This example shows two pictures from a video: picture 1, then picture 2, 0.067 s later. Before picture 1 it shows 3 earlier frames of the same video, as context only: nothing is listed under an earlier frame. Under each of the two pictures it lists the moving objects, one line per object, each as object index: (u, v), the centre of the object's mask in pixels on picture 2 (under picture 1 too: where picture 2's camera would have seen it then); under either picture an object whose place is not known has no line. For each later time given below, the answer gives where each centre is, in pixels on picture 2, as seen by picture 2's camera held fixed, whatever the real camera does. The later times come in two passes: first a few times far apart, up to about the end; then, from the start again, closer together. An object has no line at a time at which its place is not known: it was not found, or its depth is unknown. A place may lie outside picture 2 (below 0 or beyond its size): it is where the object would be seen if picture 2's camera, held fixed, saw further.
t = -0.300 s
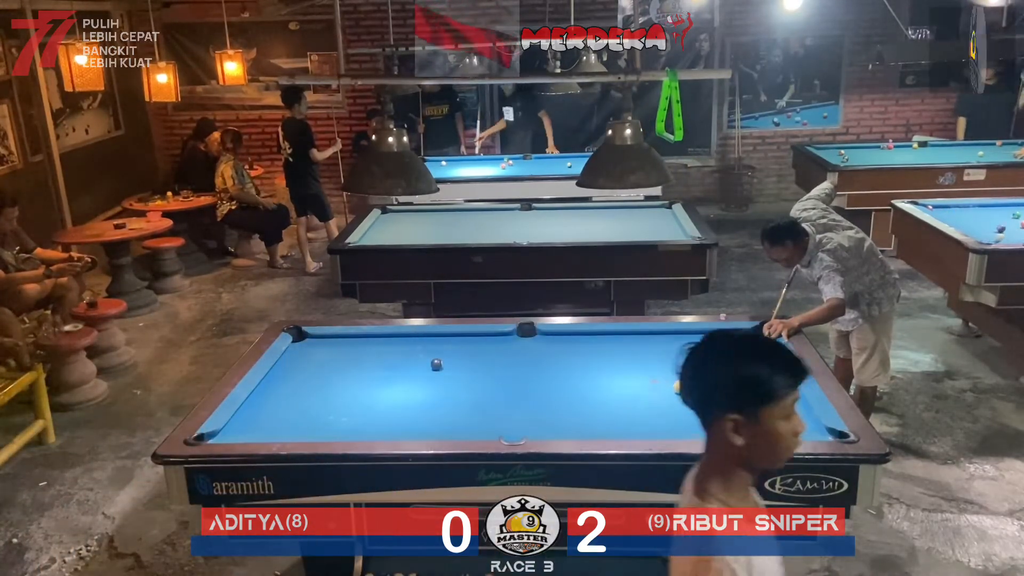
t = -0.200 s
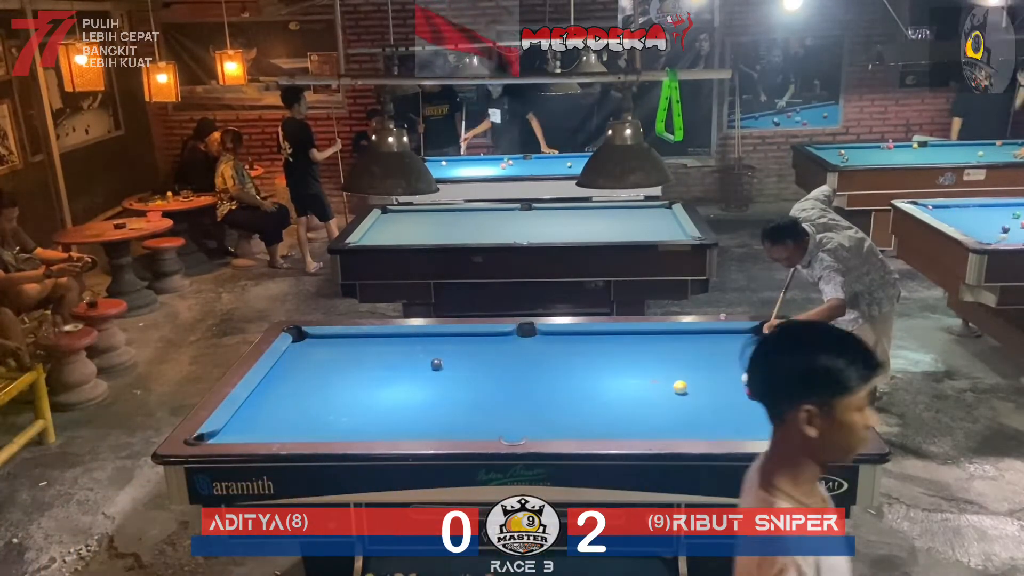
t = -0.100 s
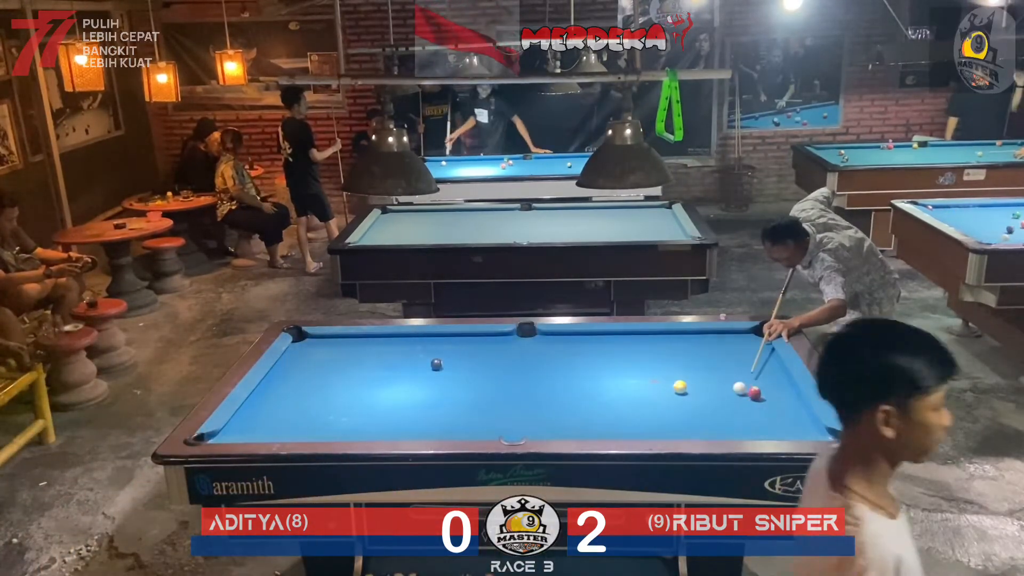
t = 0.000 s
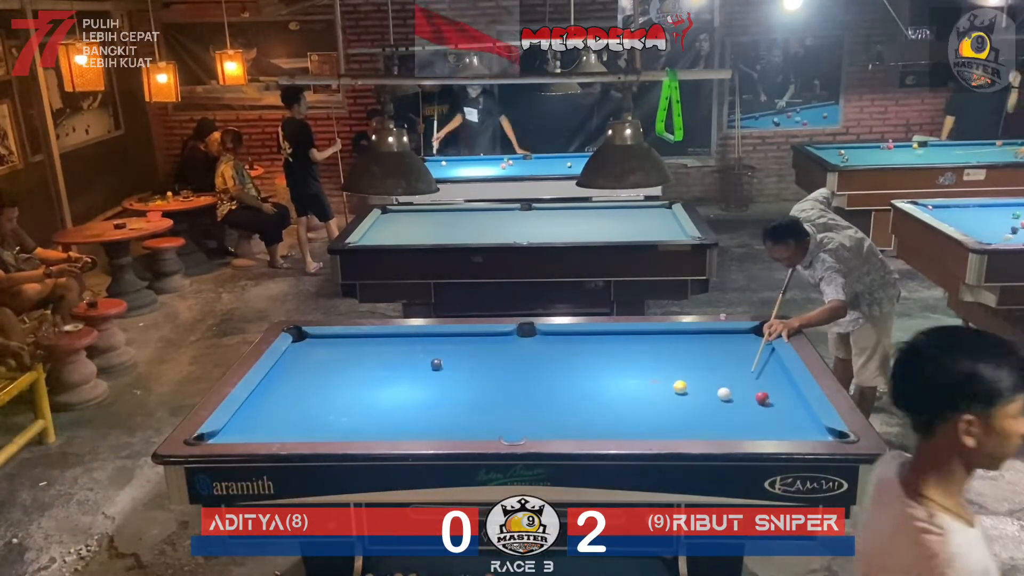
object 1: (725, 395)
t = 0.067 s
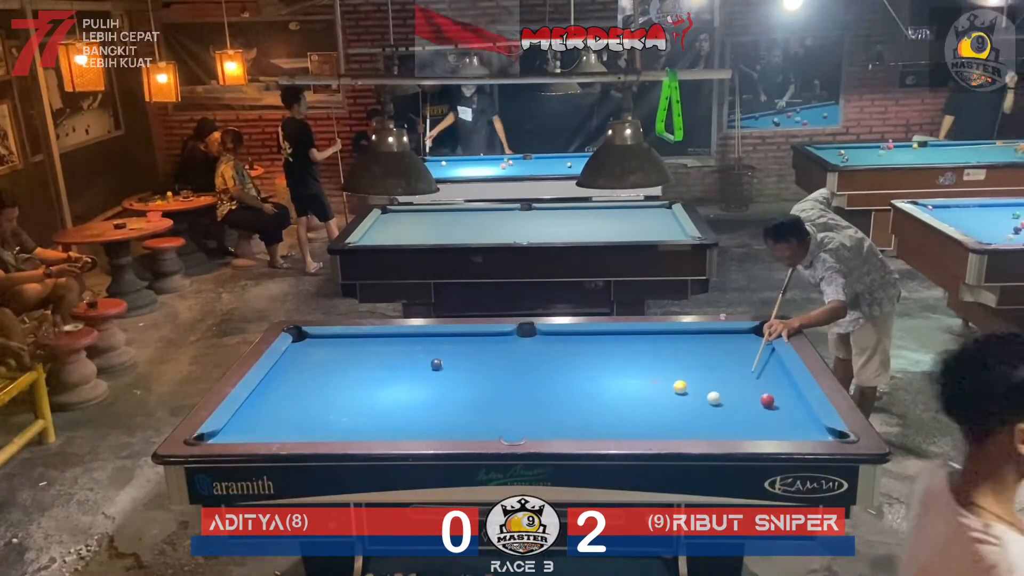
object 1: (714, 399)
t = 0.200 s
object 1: (694, 407)
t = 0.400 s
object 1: (662, 420)
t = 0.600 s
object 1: (631, 429)
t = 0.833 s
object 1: (604, 425)
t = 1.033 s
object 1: (583, 420)
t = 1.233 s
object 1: (565, 414)
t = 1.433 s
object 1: (549, 409)
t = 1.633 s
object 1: (534, 405)
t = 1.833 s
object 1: (522, 401)
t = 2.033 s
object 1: (511, 398)
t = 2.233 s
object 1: (502, 395)
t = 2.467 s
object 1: (493, 393)
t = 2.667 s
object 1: (488, 391)
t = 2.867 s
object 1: (483, 390)
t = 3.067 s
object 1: (480, 389)
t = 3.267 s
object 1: (479, 389)
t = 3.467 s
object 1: (479, 389)
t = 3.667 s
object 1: (479, 389)
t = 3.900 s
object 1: (479, 389)
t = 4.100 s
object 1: (479, 389)
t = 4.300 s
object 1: (479, 389)
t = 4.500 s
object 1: (479, 389)
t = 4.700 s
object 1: (479, 389)
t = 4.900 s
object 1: (479, 389)
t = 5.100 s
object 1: (479, 389)
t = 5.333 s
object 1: (479, 389)
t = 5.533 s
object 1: (479, 389)
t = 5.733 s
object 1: (479, 389)
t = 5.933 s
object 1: (479, 389)
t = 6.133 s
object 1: (479, 389)
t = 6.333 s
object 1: (479, 389)
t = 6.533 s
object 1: (479, 389)
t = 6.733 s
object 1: (479, 389)
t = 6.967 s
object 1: (479, 389)
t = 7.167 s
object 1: (479, 389)
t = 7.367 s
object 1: (479, 389)
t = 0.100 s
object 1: (709, 401)
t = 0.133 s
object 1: (704, 403)
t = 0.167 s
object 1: (699, 405)
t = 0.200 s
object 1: (694, 407)
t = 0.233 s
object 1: (689, 410)
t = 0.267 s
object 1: (683, 412)
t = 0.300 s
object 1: (678, 414)
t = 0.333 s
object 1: (673, 416)
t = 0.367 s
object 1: (668, 418)
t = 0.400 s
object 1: (662, 420)
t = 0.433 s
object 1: (657, 422)
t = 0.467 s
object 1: (652, 424)
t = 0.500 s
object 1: (646, 425)
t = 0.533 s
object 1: (641, 425)
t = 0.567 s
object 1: (636, 427)
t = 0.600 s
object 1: (631, 429)
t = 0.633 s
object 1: (626, 429)
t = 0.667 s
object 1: (622, 428)
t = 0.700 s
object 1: (618, 427)
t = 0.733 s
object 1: (614, 426)
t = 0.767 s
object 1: (611, 425)
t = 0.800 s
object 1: (607, 424)
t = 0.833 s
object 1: (604, 425)
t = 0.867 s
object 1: (600, 424)
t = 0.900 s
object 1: (597, 423)
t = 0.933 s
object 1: (593, 423)
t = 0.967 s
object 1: (590, 422)
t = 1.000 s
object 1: (587, 421)
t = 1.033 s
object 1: (583, 420)
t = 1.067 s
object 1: (580, 419)
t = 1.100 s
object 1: (577, 418)
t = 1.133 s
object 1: (574, 417)
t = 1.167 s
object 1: (571, 416)
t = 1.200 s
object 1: (568, 415)
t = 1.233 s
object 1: (565, 414)
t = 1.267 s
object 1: (562, 413)
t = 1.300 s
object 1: (559, 412)
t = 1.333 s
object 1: (557, 411)
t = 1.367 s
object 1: (554, 410)
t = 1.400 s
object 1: (552, 409)
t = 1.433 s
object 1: (549, 409)
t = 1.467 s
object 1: (546, 408)
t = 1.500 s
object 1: (544, 407)
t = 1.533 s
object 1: (541, 407)
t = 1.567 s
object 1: (539, 406)
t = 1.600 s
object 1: (537, 405)
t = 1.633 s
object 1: (534, 405)
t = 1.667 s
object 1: (532, 404)
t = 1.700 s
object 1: (530, 403)
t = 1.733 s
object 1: (528, 403)
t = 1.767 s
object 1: (526, 402)
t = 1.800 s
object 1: (524, 401)
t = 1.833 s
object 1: (522, 401)
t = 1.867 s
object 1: (520, 400)
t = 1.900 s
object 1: (518, 400)
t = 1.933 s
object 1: (516, 399)
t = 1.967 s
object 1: (514, 399)
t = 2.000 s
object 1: (513, 398)
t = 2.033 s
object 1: (511, 398)
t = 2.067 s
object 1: (509, 397)
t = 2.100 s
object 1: (508, 397)
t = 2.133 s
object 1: (506, 397)
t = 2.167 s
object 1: (504, 396)
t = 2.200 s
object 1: (503, 396)
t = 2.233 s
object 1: (502, 395)
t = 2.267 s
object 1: (500, 395)
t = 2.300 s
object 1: (499, 395)
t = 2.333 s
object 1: (498, 394)
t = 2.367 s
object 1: (497, 394)
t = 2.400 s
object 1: (496, 393)
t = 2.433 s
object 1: (494, 393)
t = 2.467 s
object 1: (493, 393)
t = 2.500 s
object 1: (492, 392)
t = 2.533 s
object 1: (491, 392)
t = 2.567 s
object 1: (490, 392)
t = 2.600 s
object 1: (489, 392)
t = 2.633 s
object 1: (488, 391)
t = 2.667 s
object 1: (488, 391)
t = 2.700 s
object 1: (487, 391)
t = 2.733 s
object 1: (486, 391)
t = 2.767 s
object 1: (485, 391)
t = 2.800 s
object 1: (484, 391)
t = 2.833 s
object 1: (484, 390)
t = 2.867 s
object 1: (483, 390)
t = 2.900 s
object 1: (482, 390)
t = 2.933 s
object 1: (482, 390)
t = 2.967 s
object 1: (481, 390)
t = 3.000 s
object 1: (481, 390)
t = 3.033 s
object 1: (481, 389)
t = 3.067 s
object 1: (480, 389)
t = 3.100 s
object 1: (480, 389)
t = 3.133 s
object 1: (480, 389)
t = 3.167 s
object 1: (479, 389)
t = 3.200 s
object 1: (479, 389)
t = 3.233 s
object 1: (479, 389)
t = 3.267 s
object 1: (479, 389)
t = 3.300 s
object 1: (479, 389)
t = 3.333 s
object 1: (479, 389)
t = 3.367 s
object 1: (479, 389)
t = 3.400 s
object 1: (479, 389)
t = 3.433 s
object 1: (479, 389)
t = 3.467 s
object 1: (479, 389)
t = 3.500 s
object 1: (479, 389)
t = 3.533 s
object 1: (479, 389)
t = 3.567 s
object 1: (479, 389)
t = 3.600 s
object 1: (479, 389)
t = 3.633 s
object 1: (479, 389)
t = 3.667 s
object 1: (479, 389)
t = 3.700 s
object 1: (479, 389)
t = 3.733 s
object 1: (479, 389)
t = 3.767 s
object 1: (479, 389)
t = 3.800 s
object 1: (479, 389)
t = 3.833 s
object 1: (479, 389)
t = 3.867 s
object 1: (479, 389)
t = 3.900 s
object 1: (479, 389)
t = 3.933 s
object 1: (479, 389)
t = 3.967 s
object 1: (479, 389)
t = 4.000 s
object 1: (479, 389)
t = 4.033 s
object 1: (479, 389)
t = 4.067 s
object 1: (479, 389)
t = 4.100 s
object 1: (479, 389)
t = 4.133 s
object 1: (479, 389)
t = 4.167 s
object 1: (479, 389)
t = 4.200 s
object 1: (479, 389)
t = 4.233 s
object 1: (479, 389)
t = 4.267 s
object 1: (479, 389)
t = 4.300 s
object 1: (479, 389)
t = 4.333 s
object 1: (479, 389)
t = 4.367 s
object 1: (479, 389)
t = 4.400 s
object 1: (479, 389)
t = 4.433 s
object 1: (479, 389)
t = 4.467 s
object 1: (479, 389)
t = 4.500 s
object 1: (479, 389)
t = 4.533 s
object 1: (479, 389)
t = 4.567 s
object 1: (479, 389)
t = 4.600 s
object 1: (479, 389)
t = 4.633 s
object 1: (479, 389)
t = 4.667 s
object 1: (479, 389)
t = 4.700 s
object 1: (479, 389)
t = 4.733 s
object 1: (479, 389)
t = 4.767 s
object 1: (479, 389)
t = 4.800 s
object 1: (479, 389)
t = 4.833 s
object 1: (479, 389)
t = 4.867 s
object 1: (479, 389)
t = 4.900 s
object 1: (479, 389)
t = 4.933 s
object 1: (479, 389)
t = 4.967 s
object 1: (479, 389)
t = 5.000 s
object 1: (479, 389)
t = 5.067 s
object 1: (479, 389)
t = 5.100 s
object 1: (479, 389)
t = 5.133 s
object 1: (479, 389)
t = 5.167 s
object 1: (479, 389)
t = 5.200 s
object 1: (479, 389)
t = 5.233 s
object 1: (479, 389)
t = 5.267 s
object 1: (479, 389)
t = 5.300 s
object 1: (479, 389)
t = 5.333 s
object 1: (479, 389)
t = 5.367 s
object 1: (479, 389)
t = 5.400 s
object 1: (479, 389)
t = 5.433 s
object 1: (479, 389)
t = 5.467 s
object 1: (479, 389)
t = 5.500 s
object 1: (479, 389)
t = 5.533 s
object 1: (479, 389)
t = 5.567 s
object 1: (479, 389)
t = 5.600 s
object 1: (479, 389)
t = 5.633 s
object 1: (479, 389)
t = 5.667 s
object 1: (479, 389)
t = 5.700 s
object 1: (479, 389)
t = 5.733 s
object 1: (479, 389)
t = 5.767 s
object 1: (479, 389)
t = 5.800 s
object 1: (479, 389)
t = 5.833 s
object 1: (479, 389)
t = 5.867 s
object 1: (479, 389)
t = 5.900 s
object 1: (479, 389)
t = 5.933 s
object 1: (479, 389)
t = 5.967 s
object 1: (479, 389)
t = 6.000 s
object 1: (479, 389)
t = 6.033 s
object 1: (479, 389)
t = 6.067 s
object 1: (479, 389)
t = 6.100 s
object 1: (479, 389)
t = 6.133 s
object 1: (479, 389)
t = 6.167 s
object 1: (479, 389)
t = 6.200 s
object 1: (479, 389)
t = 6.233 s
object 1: (479, 389)
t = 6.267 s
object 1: (479, 389)
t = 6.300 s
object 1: (479, 389)
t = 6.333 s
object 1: (479, 389)
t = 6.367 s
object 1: (479, 389)
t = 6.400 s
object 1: (479, 389)
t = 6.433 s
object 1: (479, 389)
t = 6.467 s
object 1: (479, 389)
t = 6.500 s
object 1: (479, 389)
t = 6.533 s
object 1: (479, 389)
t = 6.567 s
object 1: (479, 389)
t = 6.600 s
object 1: (479, 389)
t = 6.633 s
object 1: (479, 389)
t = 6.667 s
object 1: (479, 389)
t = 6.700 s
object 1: (479, 389)
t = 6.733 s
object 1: (479, 389)
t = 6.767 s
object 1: (479, 389)
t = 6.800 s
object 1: (479, 389)
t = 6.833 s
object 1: (479, 389)
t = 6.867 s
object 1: (479, 389)
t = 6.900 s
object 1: (479, 389)
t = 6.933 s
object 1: (479, 389)
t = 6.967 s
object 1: (479, 389)
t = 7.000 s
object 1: (479, 389)
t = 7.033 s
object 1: (479, 389)
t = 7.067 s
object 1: (479, 389)
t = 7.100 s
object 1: (479, 389)
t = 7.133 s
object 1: (479, 389)
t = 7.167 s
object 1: (479, 389)
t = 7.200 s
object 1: (479, 389)
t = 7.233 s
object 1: (479, 389)
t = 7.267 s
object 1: (479, 389)
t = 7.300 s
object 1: (479, 389)
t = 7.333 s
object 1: (479, 389)
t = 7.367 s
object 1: (479, 389)
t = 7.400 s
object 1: (479, 389)
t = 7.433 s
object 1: (479, 389)
